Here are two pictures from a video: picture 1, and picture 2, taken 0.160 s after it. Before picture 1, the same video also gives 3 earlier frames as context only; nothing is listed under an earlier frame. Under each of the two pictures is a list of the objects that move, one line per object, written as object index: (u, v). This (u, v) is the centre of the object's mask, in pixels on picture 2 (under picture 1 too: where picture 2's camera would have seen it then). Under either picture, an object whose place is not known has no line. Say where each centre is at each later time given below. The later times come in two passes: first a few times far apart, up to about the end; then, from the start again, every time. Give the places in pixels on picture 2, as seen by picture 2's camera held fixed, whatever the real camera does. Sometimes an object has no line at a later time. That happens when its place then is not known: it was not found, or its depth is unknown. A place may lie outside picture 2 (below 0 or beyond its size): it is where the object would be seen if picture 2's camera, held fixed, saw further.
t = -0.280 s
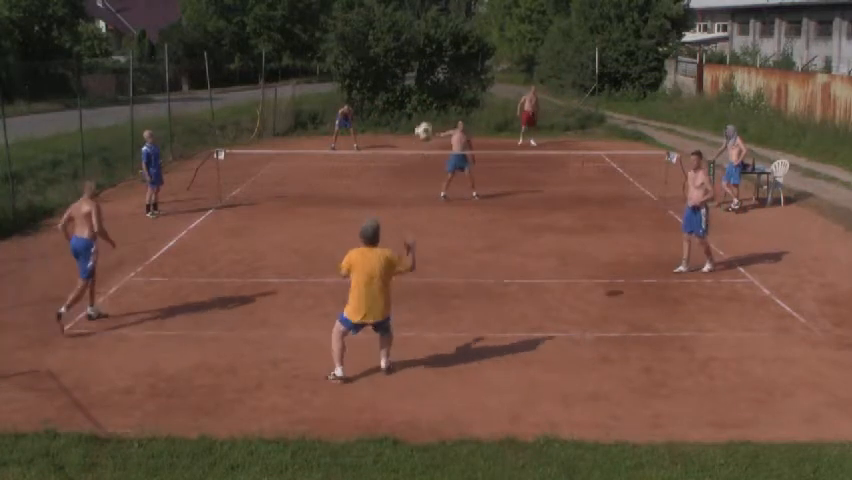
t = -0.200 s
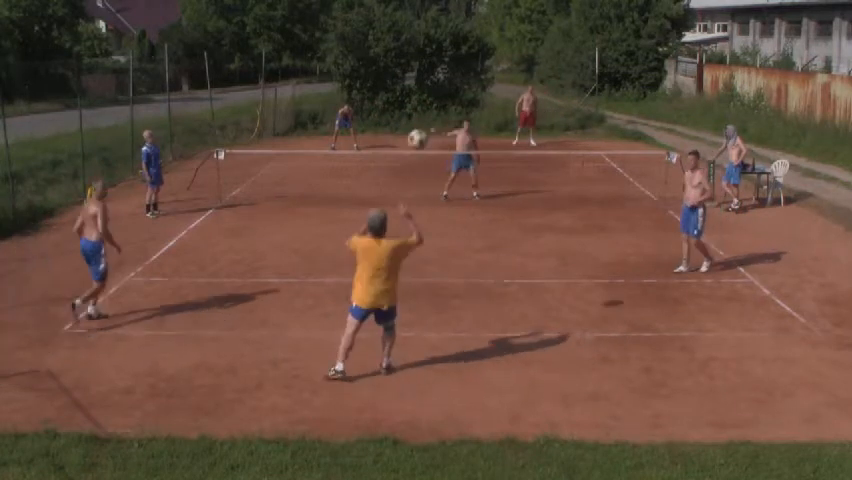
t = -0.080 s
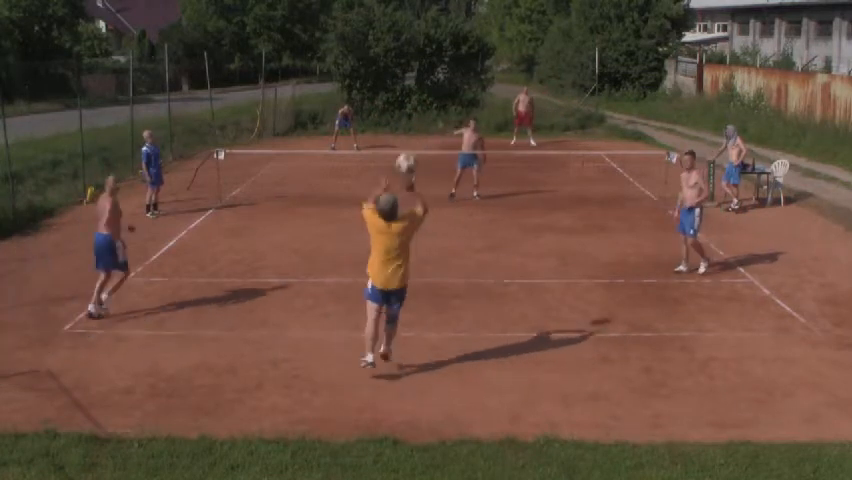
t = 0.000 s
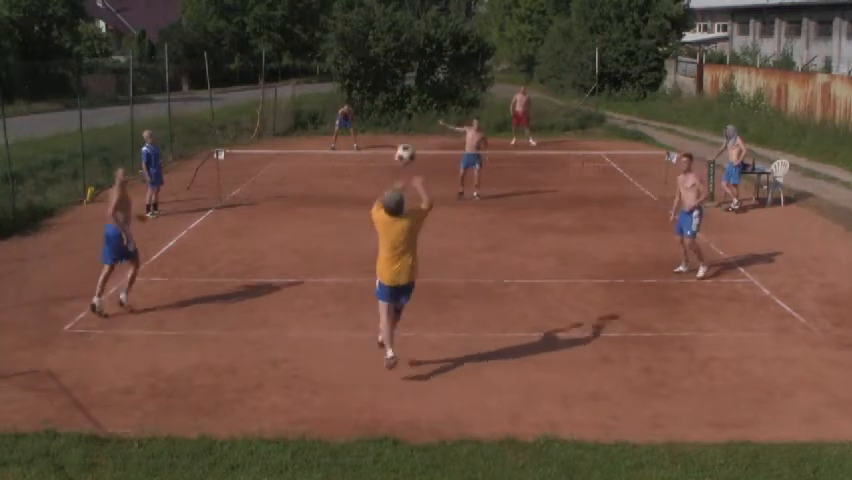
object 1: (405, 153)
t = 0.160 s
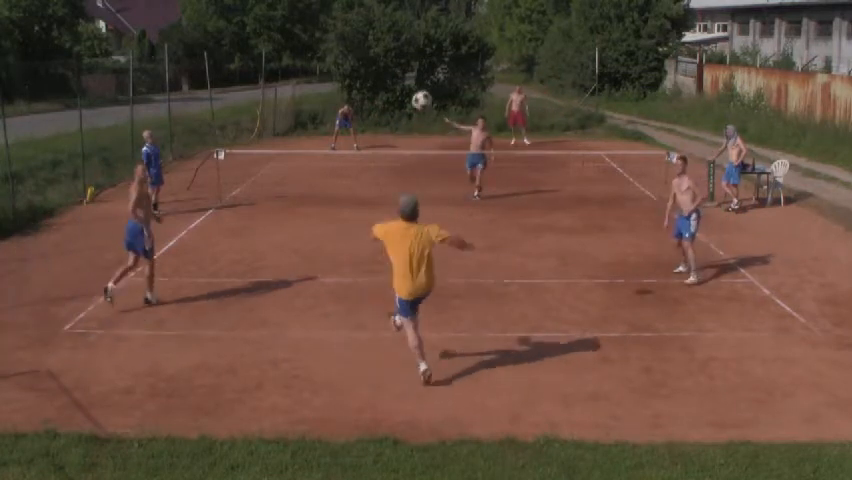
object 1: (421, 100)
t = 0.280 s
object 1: (431, 79)
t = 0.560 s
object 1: (451, 76)
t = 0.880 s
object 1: (465, 131)
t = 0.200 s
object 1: (425, 91)
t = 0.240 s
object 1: (429, 84)
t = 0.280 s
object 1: (431, 79)
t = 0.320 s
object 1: (435, 74)
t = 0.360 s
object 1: (438, 71)
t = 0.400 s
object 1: (440, 70)
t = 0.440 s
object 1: (443, 70)
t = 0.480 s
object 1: (446, 70)
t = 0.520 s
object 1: (447, 72)
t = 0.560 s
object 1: (451, 76)
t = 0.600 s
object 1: (453, 79)
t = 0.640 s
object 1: (455, 84)
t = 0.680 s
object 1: (456, 90)
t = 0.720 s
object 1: (458, 96)
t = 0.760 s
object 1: (460, 104)
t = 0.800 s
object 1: (461, 112)
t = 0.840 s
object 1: (463, 121)
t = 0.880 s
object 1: (465, 131)
